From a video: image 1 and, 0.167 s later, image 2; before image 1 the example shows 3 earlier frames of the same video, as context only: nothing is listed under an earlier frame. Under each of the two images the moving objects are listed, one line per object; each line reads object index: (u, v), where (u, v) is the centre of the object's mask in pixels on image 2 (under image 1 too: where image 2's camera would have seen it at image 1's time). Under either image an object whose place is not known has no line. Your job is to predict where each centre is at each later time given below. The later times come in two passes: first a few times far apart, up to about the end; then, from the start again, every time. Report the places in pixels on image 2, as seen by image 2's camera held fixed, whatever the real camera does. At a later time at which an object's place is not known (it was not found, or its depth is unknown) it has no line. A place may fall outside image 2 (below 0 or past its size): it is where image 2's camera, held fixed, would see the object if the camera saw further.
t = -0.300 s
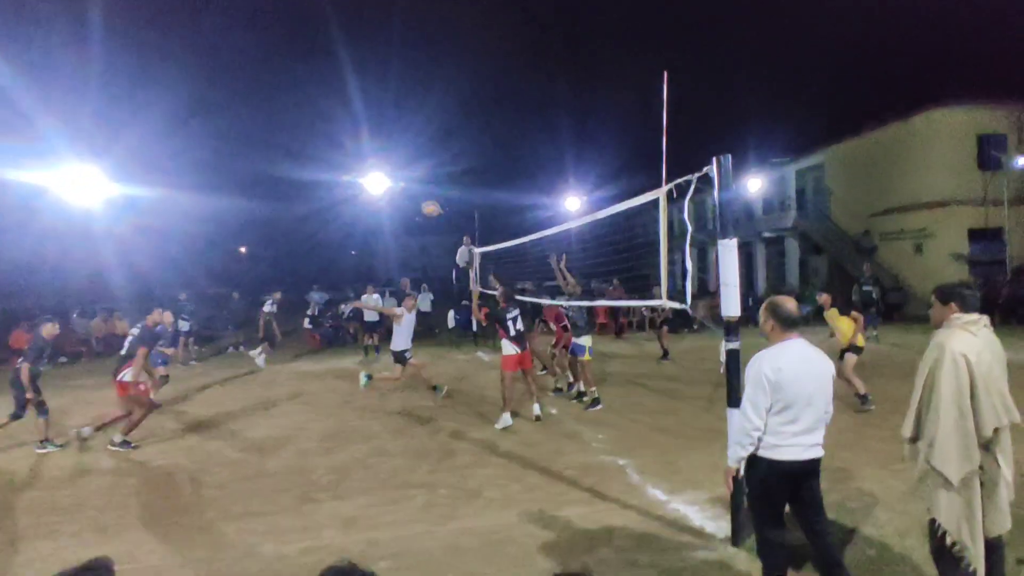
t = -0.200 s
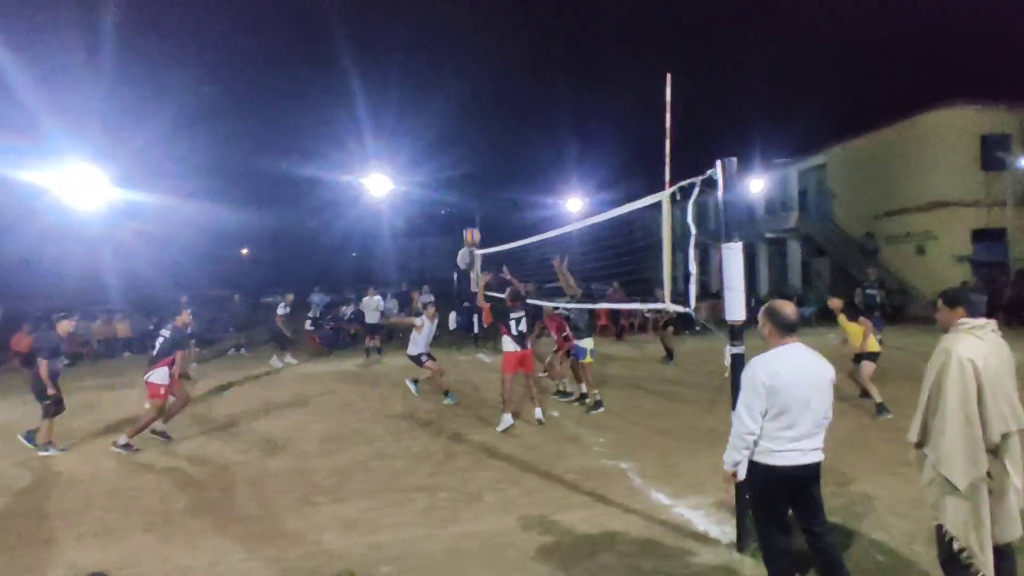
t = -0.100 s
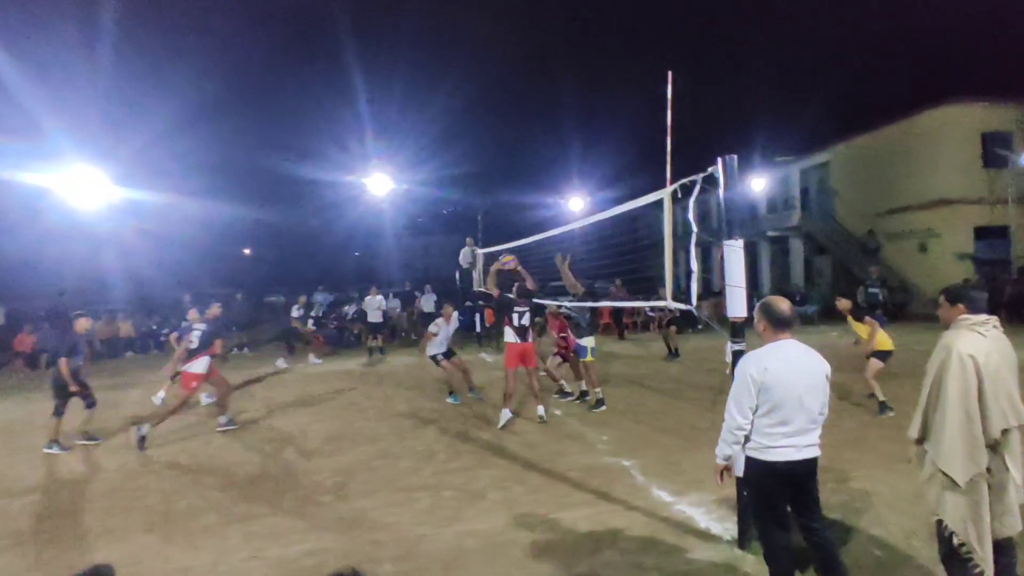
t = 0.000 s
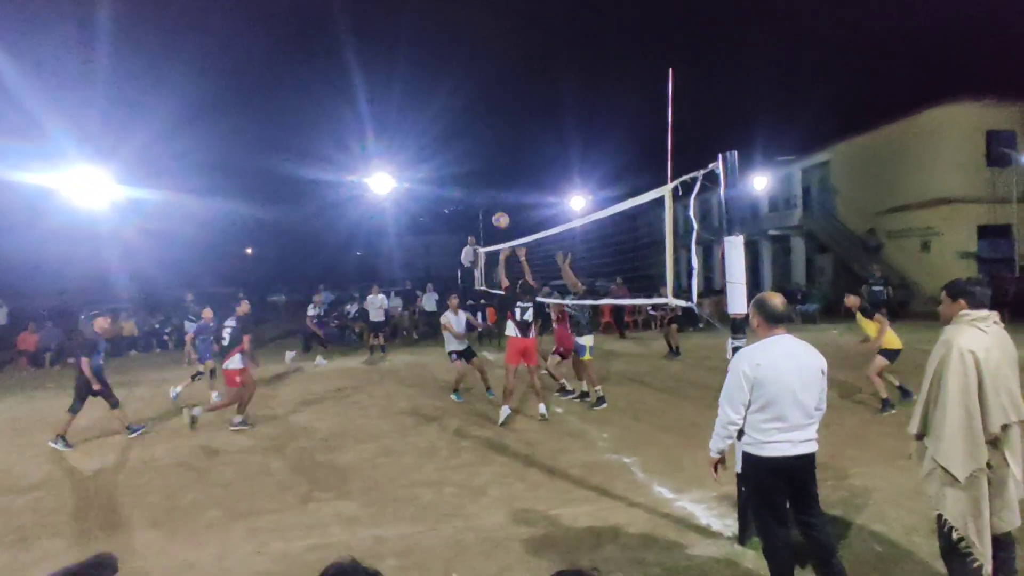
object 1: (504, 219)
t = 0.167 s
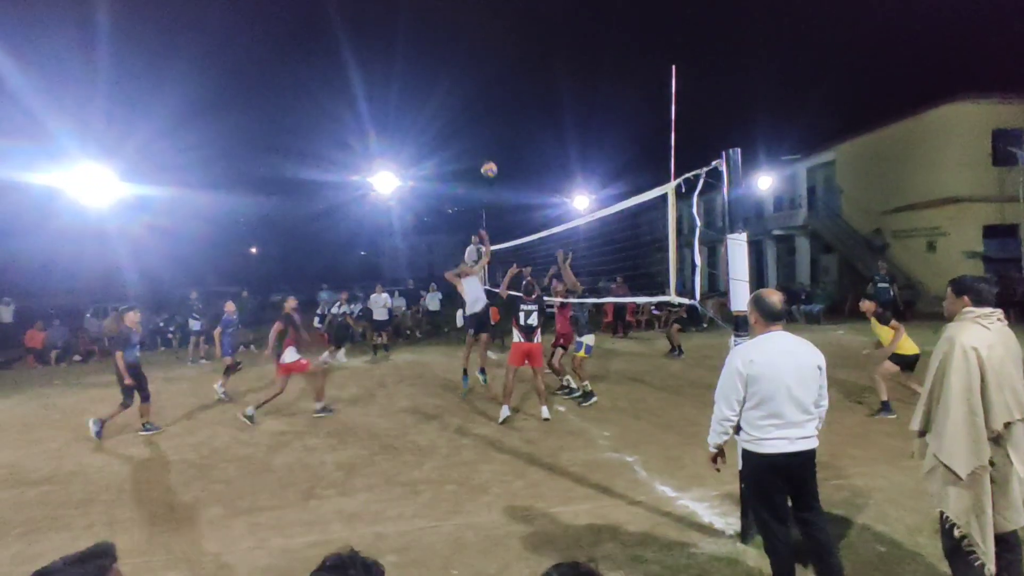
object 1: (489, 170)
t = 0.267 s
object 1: (481, 152)
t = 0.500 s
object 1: (465, 140)
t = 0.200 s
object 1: (486, 163)
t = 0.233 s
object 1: (483, 157)
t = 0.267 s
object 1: (481, 152)
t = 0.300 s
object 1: (478, 148)
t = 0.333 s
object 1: (475, 145)
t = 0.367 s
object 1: (473, 142)
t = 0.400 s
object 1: (471, 141)
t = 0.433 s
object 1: (469, 140)
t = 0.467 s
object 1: (467, 140)
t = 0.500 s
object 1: (465, 140)
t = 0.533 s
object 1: (463, 142)
